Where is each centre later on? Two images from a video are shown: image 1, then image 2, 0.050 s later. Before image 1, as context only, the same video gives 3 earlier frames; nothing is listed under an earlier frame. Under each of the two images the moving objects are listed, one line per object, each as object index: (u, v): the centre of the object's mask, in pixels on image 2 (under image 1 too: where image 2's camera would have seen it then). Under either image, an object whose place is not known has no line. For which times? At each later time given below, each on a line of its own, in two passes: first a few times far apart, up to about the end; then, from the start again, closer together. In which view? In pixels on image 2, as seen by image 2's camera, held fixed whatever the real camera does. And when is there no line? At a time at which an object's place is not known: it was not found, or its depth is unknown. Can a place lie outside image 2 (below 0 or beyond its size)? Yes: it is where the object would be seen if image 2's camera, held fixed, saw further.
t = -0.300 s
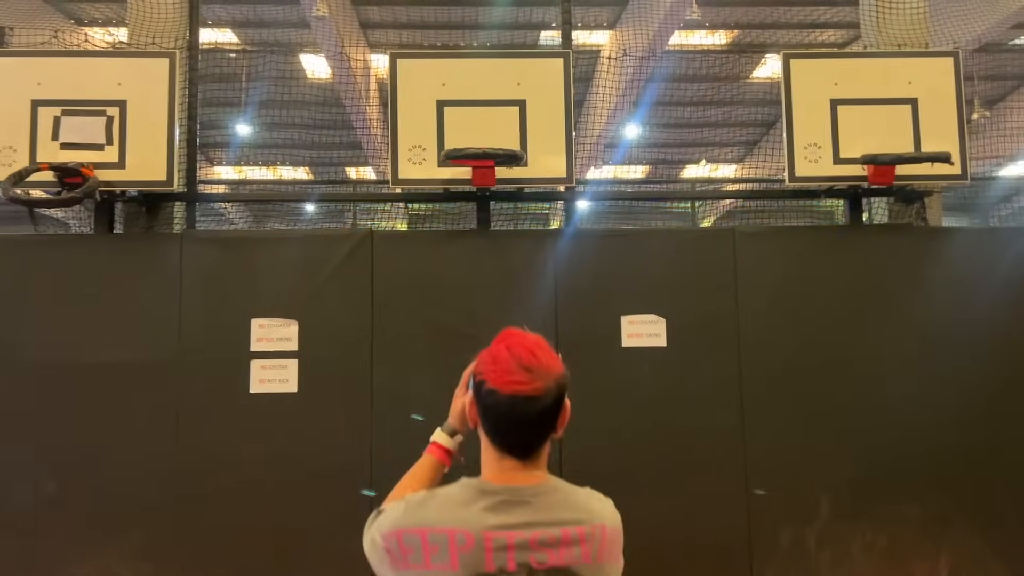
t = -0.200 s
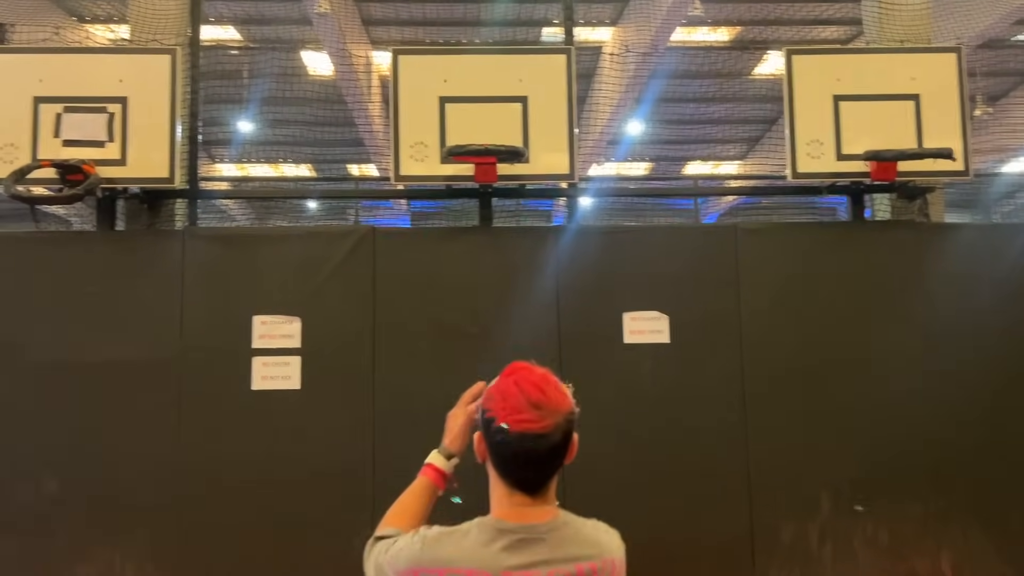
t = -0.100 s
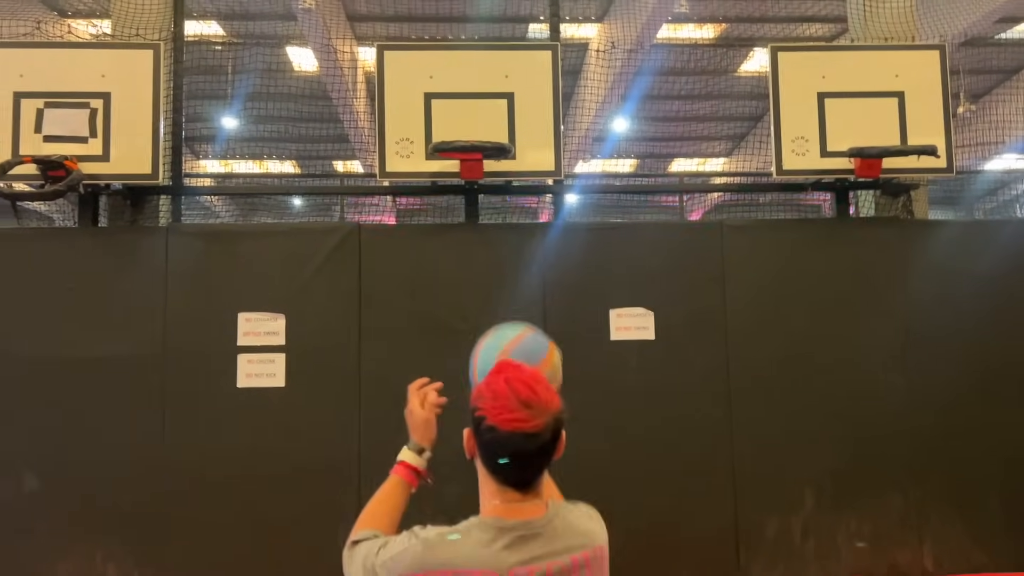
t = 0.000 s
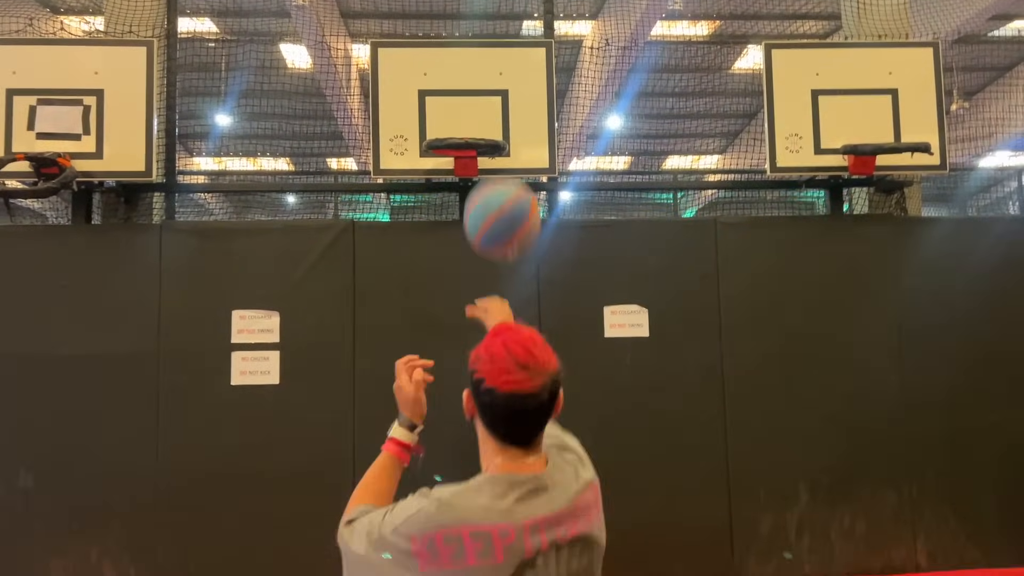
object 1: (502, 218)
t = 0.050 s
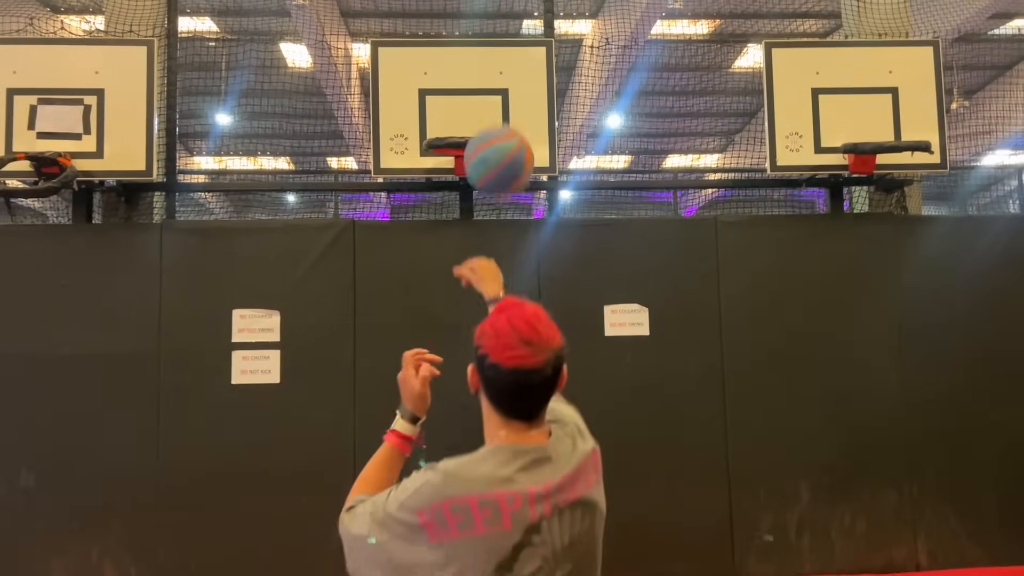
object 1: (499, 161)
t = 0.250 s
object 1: (490, 65)
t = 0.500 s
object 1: (482, 97)
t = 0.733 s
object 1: (502, 88)
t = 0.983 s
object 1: (547, 107)
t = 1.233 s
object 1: (604, 261)
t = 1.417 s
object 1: (660, 491)
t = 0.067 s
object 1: (497, 147)
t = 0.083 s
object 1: (497, 132)
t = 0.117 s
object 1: (496, 110)
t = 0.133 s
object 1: (495, 100)
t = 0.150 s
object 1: (494, 92)
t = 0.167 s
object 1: (493, 85)
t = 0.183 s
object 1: (492, 79)
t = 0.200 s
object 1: (492, 75)
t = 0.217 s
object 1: (492, 70)
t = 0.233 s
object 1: (491, 67)
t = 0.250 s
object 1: (490, 65)
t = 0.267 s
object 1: (490, 64)
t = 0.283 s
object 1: (489, 62)
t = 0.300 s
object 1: (489, 62)
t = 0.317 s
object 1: (488, 62)
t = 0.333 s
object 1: (487, 63)
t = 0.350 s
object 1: (487, 64)
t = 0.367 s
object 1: (486, 66)
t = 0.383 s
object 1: (486, 68)
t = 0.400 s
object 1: (485, 72)
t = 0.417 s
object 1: (484, 75)
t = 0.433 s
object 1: (484, 79)
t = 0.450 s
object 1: (483, 83)
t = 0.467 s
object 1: (483, 87)
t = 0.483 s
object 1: (483, 92)
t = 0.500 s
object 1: (482, 97)
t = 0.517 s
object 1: (482, 102)
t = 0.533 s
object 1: (481, 108)
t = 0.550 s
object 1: (481, 114)
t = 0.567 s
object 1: (480, 120)
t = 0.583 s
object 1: (480, 126)
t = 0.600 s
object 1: (482, 121)
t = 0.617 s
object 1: (484, 116)
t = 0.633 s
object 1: (487, 111)
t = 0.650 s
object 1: (489, 106)
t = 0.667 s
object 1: (492, 102)
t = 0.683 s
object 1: (494, 98)
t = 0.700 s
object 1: (497, 94)
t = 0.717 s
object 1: (499, 91)
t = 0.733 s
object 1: (502, 88)
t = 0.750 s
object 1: (505, 86)
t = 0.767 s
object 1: (508, 84)
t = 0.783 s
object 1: (510, 83)
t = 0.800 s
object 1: (513, 82)
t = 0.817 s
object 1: (516, 82)
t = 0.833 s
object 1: (519, 82)
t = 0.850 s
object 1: (522, 82)
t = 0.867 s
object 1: (525, 84)
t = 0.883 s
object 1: (528, 85)
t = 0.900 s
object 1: (531, 87)
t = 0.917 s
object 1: (534, 90)
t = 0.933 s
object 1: (537, 93)
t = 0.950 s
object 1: (541, 97)
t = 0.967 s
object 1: (543, 102)
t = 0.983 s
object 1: (547, 107)
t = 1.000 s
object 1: (550, 112)
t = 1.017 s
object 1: (554, 118)
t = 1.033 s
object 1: (556, 125)
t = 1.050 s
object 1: (562, 133)
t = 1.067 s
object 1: (564, 140)
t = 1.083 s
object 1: (568, 149)
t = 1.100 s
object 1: (572, 157)
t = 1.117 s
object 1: (576, 169)
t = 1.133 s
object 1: (579, 182)
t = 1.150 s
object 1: (583, 193)
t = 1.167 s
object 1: (589, 202)
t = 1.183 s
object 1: (589, 217)
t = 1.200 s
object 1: (595, 231)
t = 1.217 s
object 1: (599, 245)
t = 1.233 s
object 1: (604, 261)
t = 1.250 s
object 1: (608, 278)
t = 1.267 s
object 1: (612, 293)
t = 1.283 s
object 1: (616, 311)
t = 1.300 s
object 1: (622, 335)
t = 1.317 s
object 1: (627, 357)
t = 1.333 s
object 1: (632, 374)
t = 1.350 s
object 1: (637, 397)
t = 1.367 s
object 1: (643, 419)
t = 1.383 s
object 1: (650, 444)
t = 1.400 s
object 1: (654, 470)
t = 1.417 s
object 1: (660, 491)
